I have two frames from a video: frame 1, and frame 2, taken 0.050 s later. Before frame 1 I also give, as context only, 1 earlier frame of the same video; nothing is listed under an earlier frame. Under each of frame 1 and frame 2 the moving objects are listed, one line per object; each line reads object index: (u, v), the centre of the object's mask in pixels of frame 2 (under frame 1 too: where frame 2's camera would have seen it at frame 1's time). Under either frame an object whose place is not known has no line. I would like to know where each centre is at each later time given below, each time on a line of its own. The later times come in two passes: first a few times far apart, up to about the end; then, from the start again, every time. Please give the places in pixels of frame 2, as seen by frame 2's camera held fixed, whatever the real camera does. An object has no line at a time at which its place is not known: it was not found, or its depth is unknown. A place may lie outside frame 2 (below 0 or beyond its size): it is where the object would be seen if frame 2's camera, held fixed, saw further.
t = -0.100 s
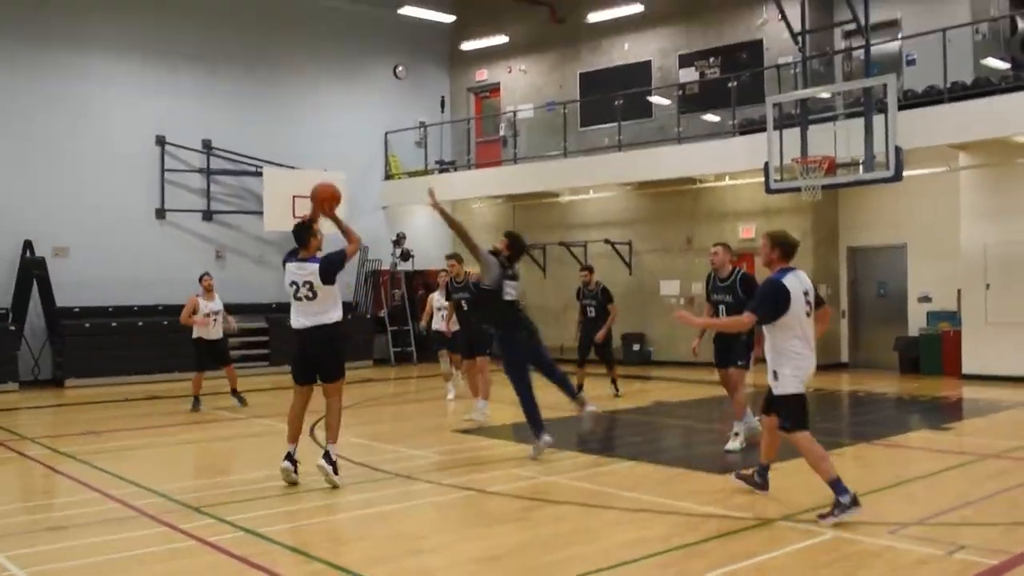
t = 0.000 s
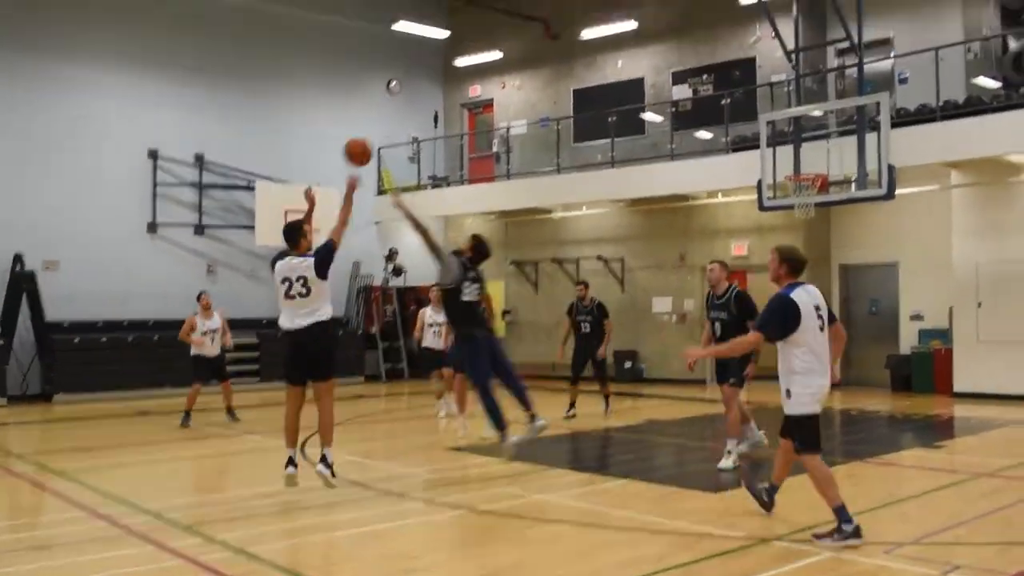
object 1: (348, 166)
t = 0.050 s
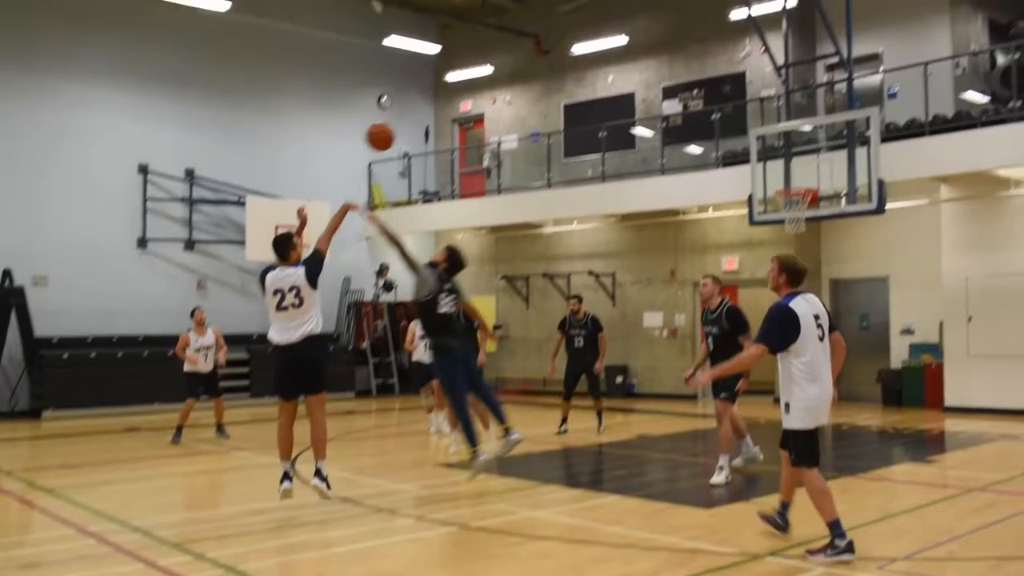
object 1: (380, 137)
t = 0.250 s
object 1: (488, 56)
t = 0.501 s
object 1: (597, 29)
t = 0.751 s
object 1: (688, 62)
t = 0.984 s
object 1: (757, 135)
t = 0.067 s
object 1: (389, 128)
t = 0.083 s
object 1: (398, 119)
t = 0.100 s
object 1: (408, 112)
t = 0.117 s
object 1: (417, 103)
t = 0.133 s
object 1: (427, 96)
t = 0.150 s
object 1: (436, 89)
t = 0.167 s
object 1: (444, 83)
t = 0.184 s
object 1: (453, 78)
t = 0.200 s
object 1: (462, 72)
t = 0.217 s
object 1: (471, 67)
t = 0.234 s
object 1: (480, 60)
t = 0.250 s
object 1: (488, 56)
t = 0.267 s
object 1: (496, 54)
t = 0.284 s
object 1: (504, 49)
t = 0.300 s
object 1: (512, 47)
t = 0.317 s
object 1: (520, 43)
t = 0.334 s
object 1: (528, 41)
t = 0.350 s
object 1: (535, 39)
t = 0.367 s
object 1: (542, 38)
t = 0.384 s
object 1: (548, 35)
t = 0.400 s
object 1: (556, 32)
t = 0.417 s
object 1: (563, 31)
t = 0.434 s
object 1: (570, 30)
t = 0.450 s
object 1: (577, 29)
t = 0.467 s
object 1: (585, 28)
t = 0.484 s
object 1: (592, 28)
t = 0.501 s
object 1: (597, 29)
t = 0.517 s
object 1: (603, 29)
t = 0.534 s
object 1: (610, 30)
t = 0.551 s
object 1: (617, 31)
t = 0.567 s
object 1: (623, 33)
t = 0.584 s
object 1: (630, 34)
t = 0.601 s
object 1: (635, 35)
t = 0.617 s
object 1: (641, 38)
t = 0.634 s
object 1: (649, 39)
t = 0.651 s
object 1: (654, 42)
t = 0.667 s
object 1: (659, 46)
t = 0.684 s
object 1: (665, 48)
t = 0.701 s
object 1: (672, 51)
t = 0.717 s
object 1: (677, 54)
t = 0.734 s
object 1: (683, 58)
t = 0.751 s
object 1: (688, 62)
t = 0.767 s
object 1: (694, 67)
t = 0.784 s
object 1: (699, 71)
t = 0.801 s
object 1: (704, 75)
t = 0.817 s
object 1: (710, 79)
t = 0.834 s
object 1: (715, 83)
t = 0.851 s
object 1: (720, 89)
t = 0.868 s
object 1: (725, 93)
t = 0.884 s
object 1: (729, 97)
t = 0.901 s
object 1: (733, 104)
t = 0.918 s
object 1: (738, 109)
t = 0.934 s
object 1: (743, 116)
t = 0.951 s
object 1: (747, 122)
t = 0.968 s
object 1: (752, 128)
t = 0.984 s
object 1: (757, 135)
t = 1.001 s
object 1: (762, 140)
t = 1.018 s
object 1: (768, 147)
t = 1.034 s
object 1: (773, 153)
